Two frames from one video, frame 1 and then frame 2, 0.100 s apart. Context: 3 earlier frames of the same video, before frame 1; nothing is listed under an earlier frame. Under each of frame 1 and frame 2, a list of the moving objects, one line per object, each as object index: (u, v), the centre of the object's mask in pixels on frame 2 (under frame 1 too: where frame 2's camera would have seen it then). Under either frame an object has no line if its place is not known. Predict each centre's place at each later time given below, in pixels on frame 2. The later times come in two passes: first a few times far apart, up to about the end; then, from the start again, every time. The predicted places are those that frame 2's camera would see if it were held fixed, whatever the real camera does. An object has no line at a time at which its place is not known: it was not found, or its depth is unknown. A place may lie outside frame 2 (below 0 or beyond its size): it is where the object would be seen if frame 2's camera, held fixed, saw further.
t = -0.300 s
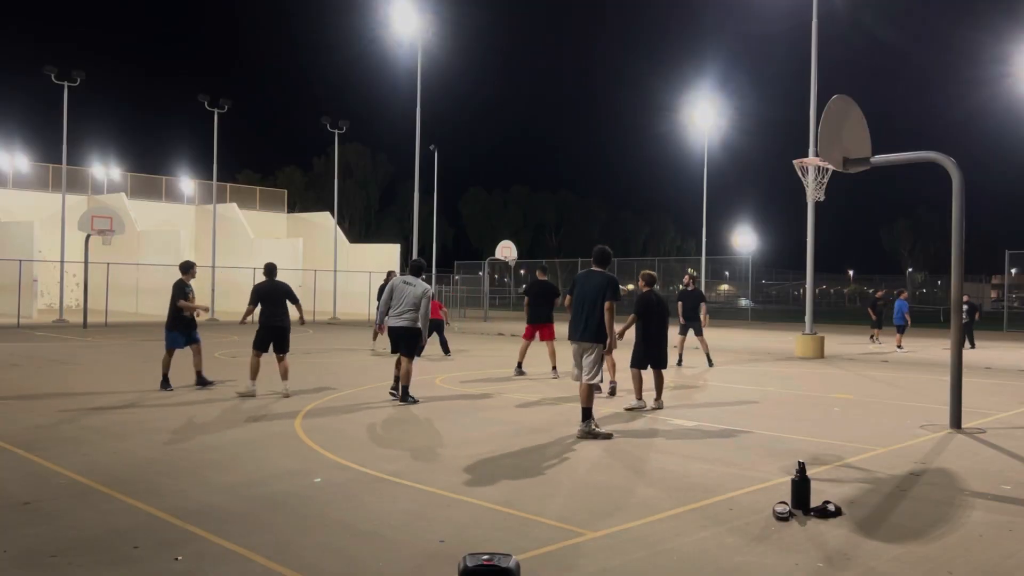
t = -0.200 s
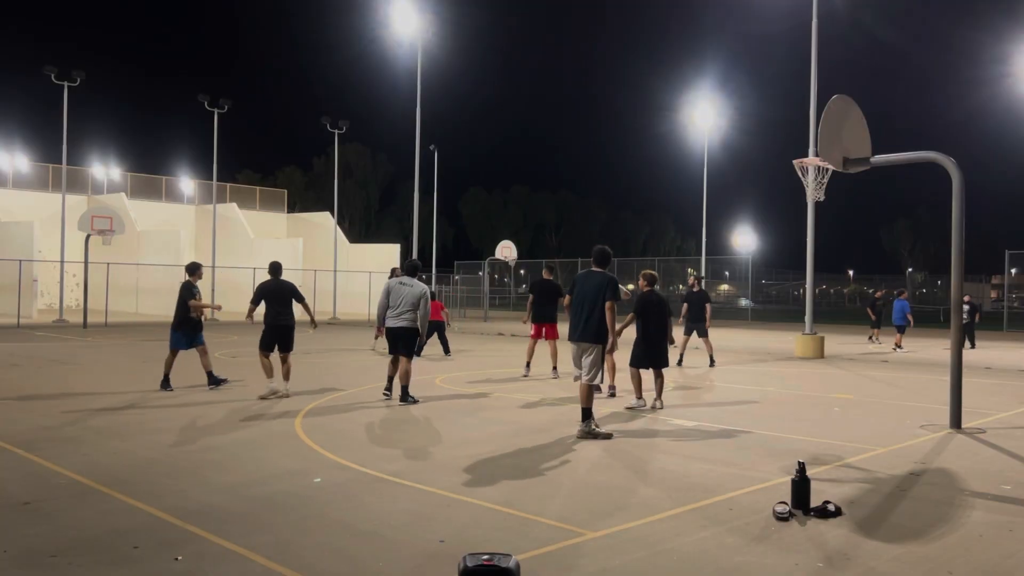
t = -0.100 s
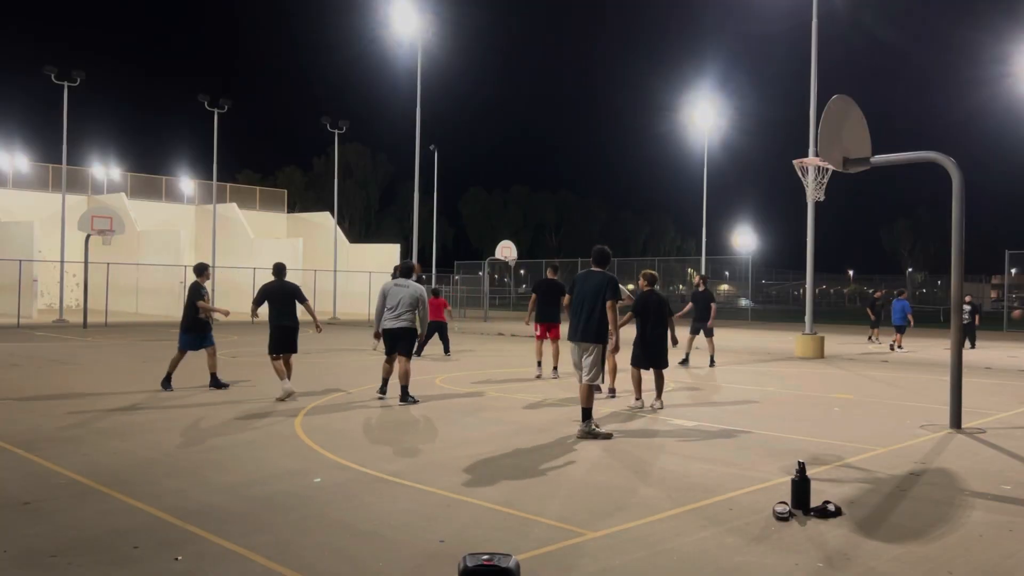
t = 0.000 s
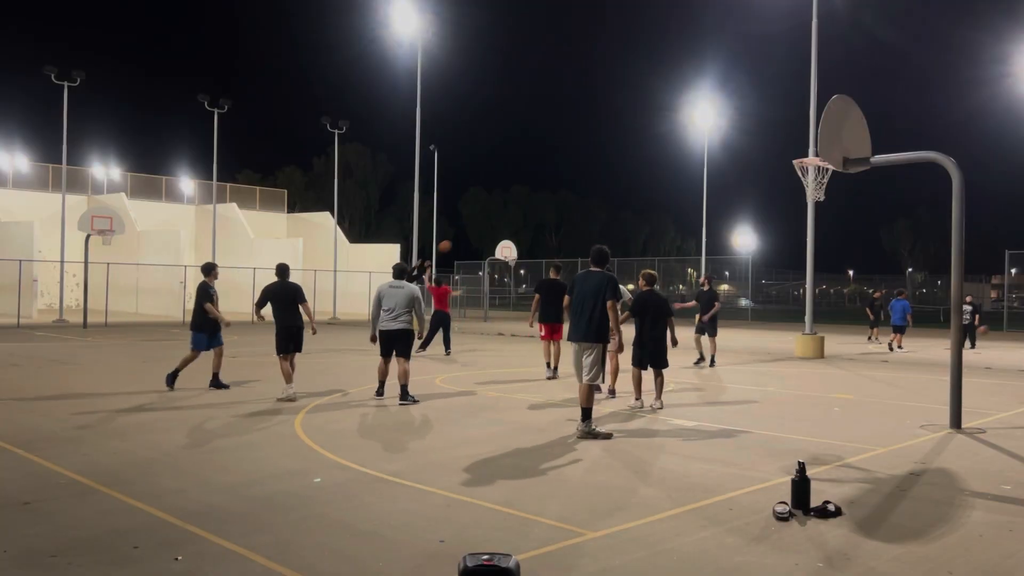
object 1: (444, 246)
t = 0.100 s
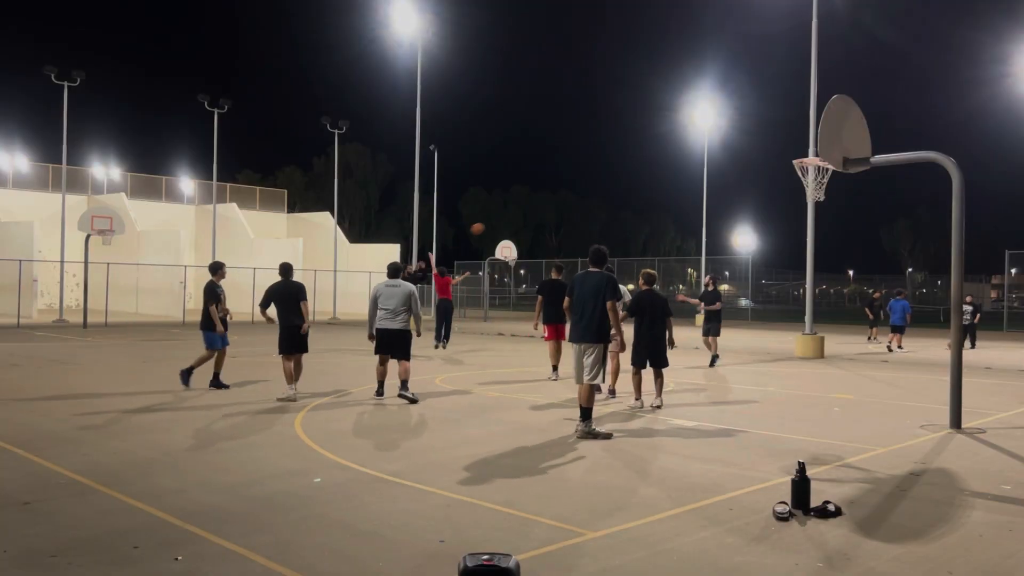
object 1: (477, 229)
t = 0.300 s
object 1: (546, 206)
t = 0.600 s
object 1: (656, 206)
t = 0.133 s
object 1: (488, 224)
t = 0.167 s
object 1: (500, 219)
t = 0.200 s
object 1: (511, 215)
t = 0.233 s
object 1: (522, 212)
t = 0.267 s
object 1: (534, 209)
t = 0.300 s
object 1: (546, 206)
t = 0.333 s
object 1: (557, 204)
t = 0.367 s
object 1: (570, 202)
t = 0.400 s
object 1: (581, 201)
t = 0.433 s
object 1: (593, 201)
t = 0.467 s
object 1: (606, 201)
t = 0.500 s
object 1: (618, 201)
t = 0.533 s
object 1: (630, 203)
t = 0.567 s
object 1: (643, 205)
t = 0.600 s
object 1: (656, 206)
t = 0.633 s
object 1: (668, 209)
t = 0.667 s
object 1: (682, 213)
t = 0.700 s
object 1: (694, 217)
